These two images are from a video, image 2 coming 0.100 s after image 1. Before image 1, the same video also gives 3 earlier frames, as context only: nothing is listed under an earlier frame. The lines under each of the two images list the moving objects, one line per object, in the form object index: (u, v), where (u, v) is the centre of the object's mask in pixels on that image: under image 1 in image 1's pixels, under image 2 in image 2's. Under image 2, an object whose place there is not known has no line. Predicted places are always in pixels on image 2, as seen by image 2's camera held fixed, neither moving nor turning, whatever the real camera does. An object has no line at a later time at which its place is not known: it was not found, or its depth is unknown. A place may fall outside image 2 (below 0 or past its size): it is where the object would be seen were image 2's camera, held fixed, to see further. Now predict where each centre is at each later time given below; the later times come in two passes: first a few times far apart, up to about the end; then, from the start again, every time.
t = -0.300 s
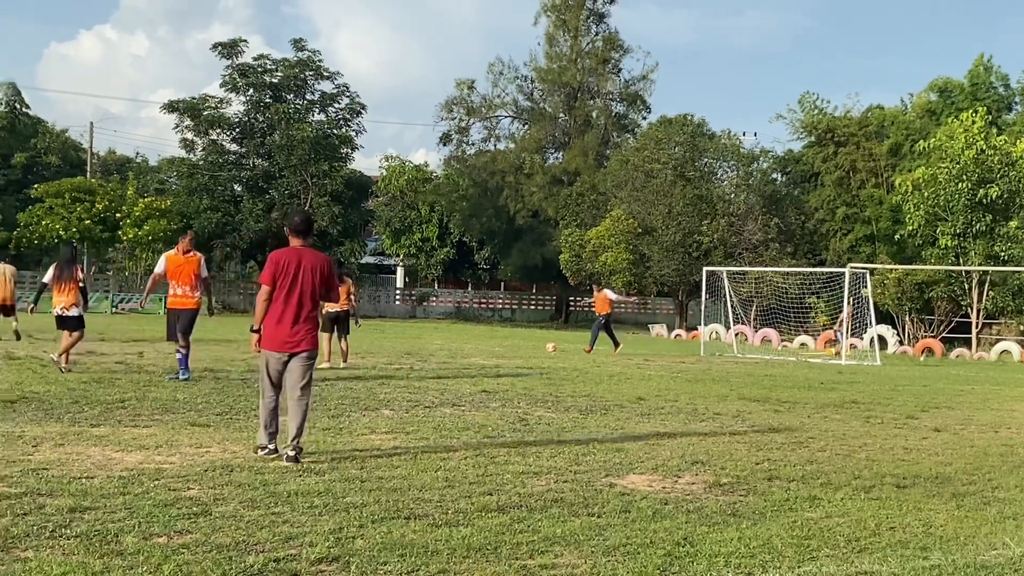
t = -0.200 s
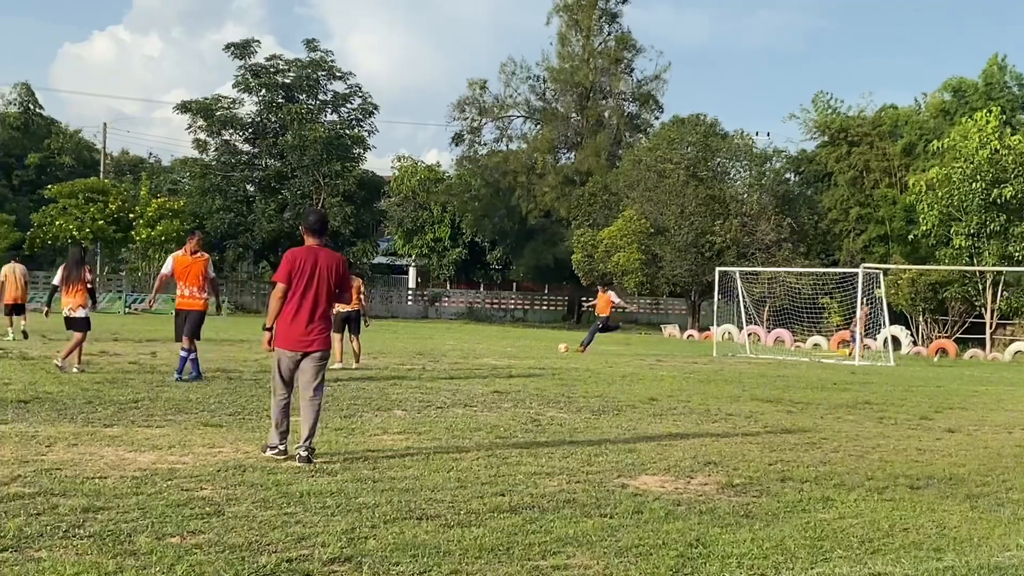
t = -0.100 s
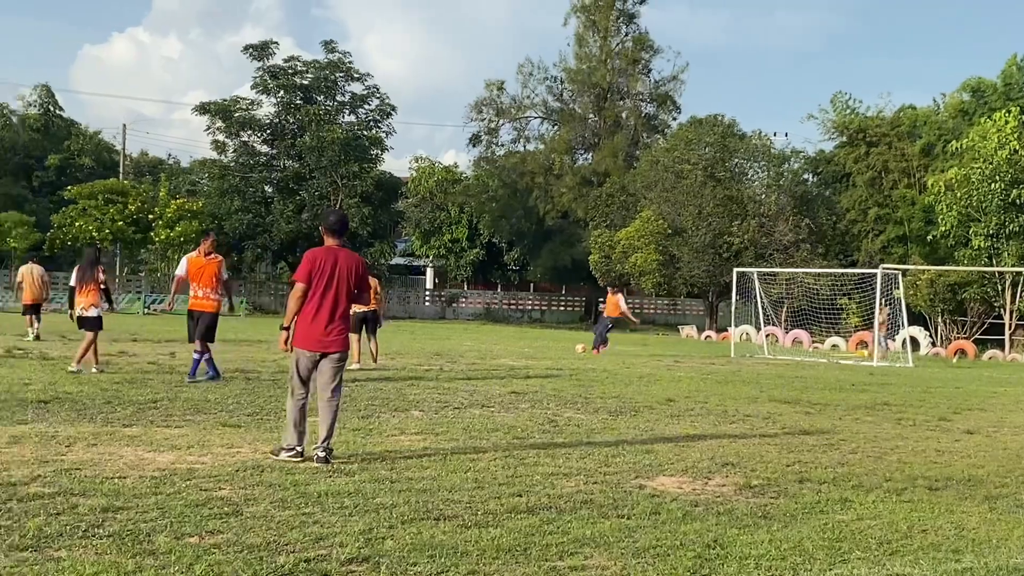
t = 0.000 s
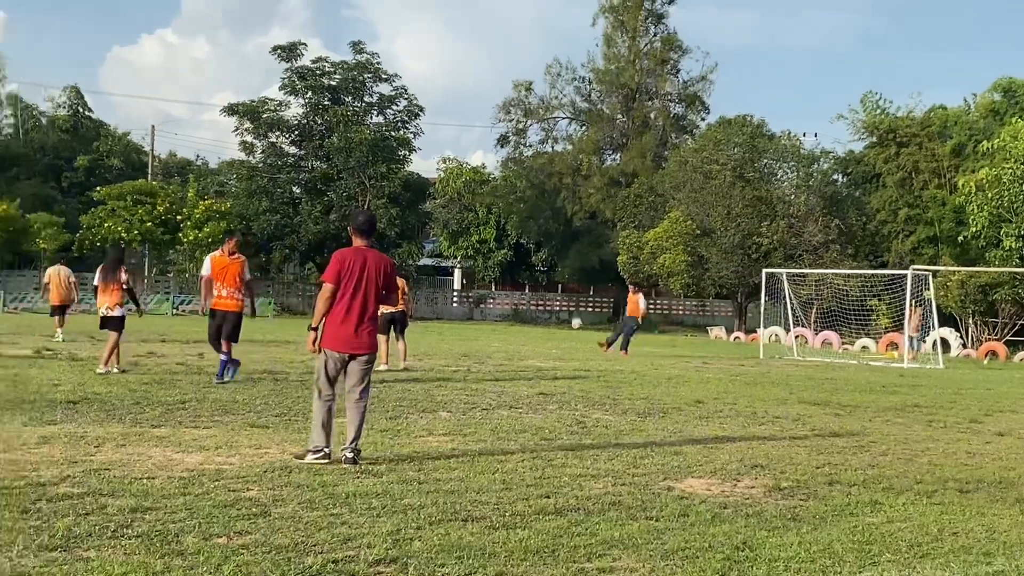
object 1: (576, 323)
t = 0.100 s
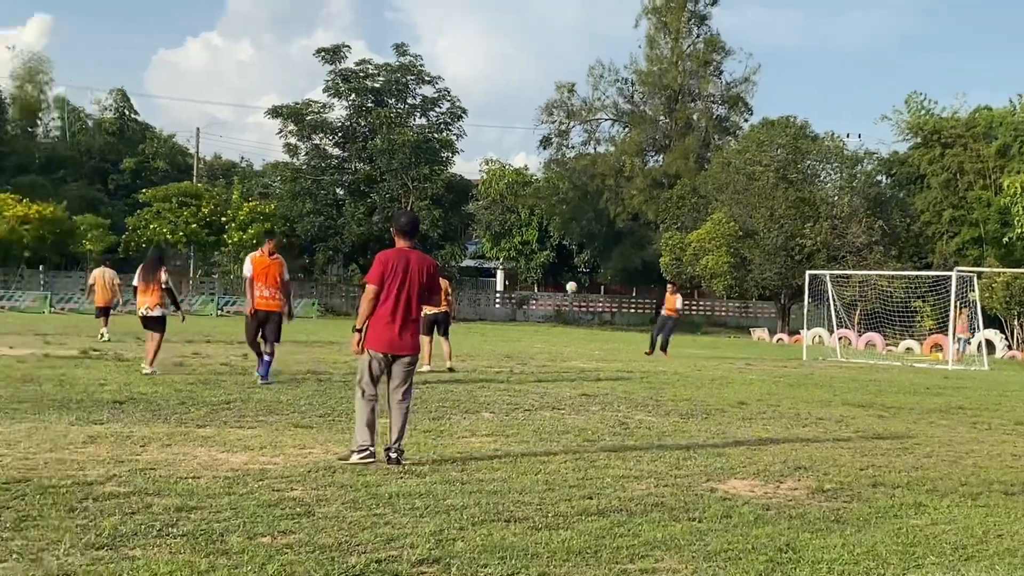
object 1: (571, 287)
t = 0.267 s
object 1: (490, 228)
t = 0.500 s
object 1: (365, 159)
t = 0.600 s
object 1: (316, 134)
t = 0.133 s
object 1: (555, 275)
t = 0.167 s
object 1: (540, 263)
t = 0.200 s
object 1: (523, 251)
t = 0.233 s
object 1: (506, 240)
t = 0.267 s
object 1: (490, 228)
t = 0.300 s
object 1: (472, 218)
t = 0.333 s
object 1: (456, 208)
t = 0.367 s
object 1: (438, 196)
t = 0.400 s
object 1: (420, 187)
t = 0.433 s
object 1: (403, 177)
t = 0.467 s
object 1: (385, 168)
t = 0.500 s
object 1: (365, 159)
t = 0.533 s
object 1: (348, 151)
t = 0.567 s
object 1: (333, 143)
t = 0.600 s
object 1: (316, 134)
